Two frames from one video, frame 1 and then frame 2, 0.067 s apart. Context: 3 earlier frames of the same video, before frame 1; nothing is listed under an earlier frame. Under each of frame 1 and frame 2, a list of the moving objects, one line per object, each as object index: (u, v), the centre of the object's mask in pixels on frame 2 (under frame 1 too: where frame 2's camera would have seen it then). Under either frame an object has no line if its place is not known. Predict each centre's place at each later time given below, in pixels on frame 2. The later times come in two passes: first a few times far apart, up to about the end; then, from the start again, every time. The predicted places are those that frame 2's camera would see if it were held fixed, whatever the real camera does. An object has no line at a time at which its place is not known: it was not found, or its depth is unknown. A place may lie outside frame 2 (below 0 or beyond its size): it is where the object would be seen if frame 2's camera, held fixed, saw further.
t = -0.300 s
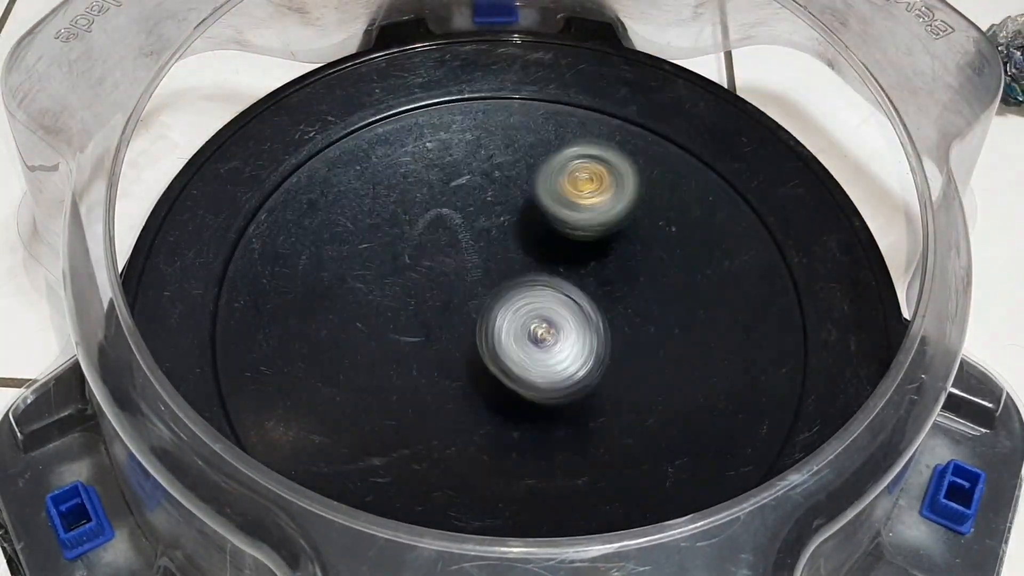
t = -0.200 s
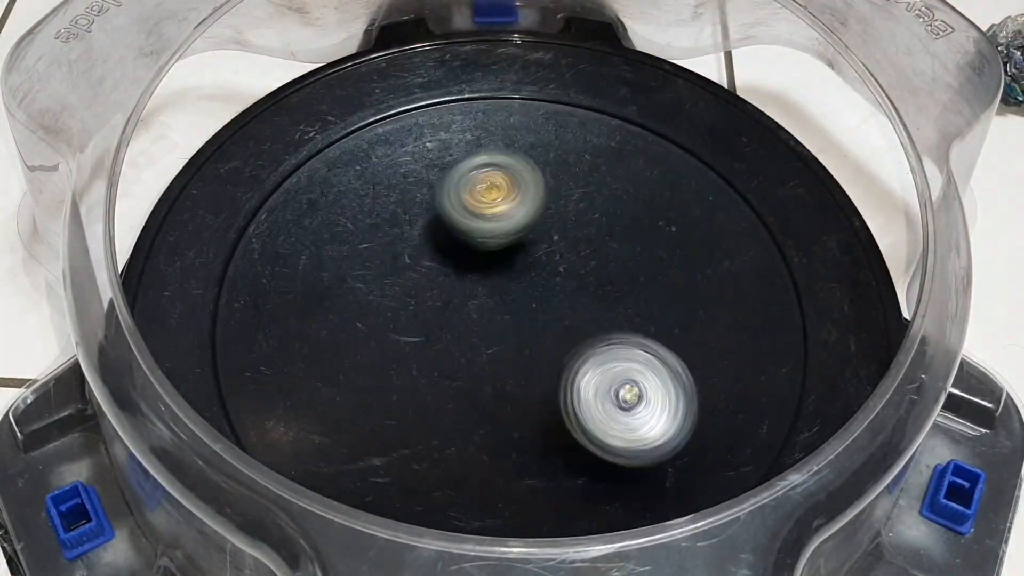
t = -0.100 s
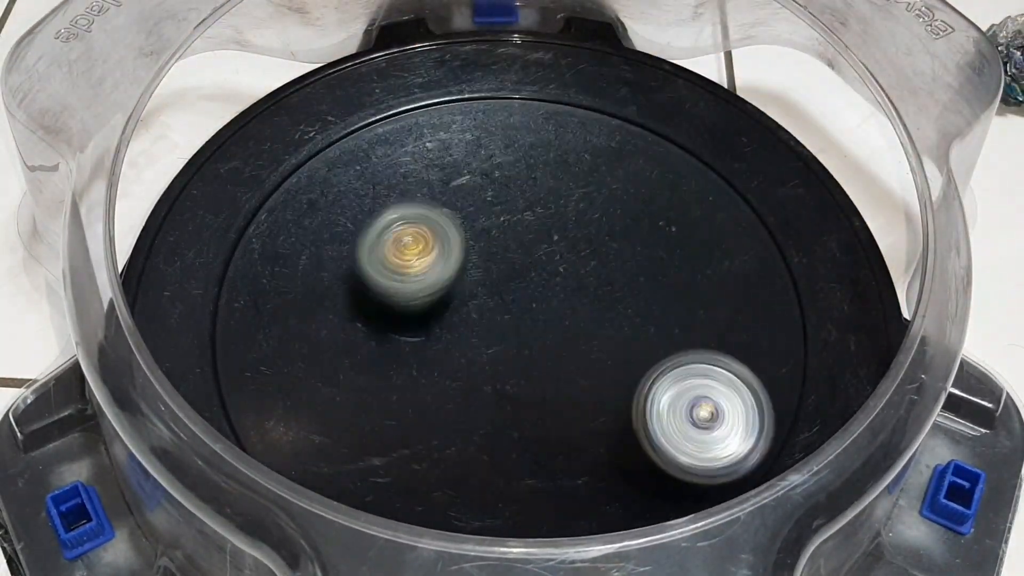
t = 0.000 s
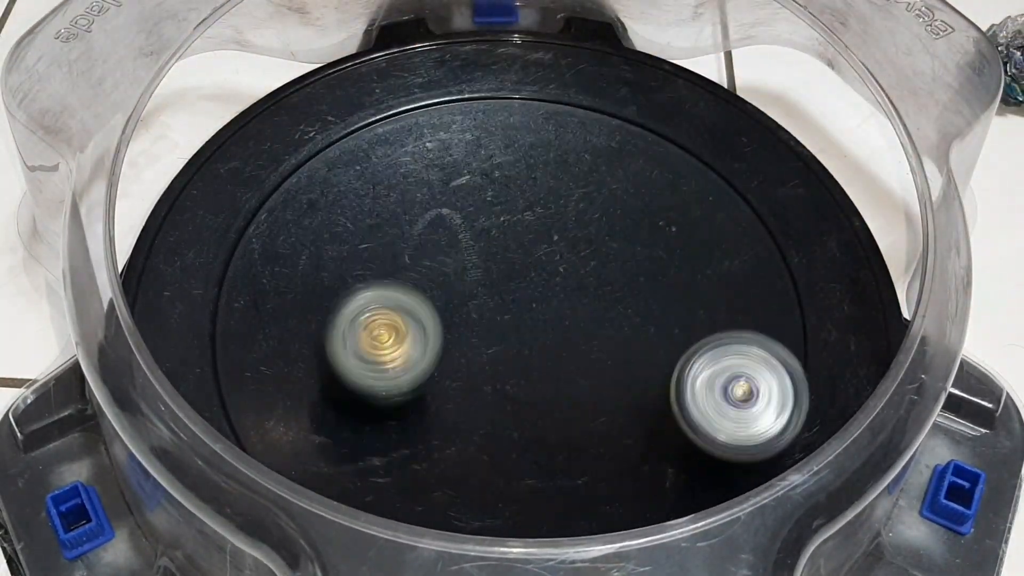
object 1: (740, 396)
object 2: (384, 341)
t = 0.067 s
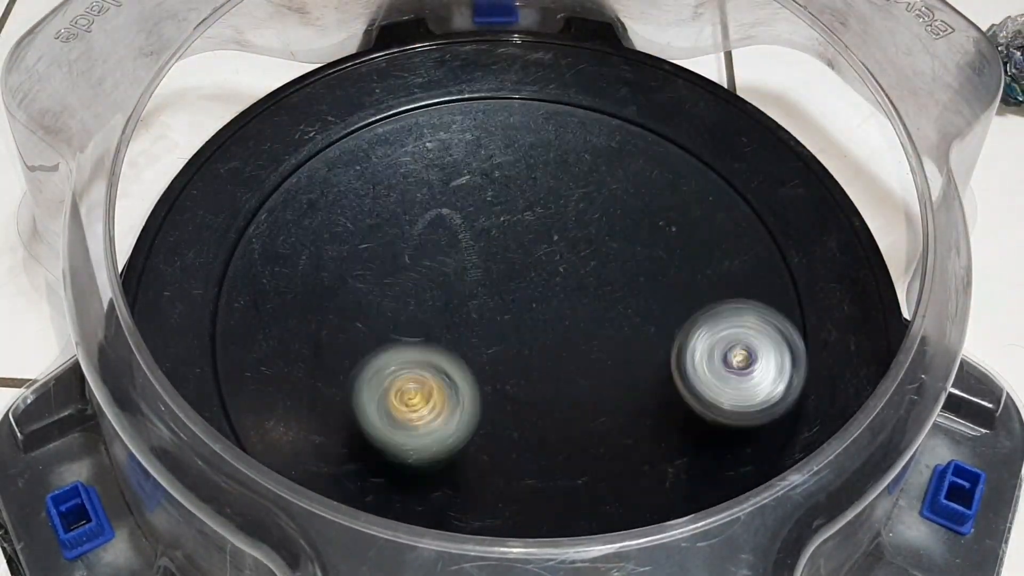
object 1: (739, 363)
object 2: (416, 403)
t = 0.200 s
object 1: (696, 281)
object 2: (574, 462)
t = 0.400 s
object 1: (624, 187)
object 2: (732, 342)
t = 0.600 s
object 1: (482, 245)
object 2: (656, 250)
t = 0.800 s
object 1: (378, 403)
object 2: (518, 272)
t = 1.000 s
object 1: (544, 501)
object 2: (442, 347)
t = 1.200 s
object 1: (778, 394)
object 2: (526, 395)
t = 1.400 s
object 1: (665, 133)
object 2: (594, 358)
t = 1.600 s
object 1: (324, 116)
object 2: (494, 302)
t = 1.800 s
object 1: (300, 451)
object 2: (409, 352)
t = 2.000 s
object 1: (768, 415)
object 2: (519, 399)
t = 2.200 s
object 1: (687, 121)
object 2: (573, 277)
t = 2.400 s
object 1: (327, 117)
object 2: (468, 183)
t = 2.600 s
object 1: (335, 487)
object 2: (415, 249)
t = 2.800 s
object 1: (767, 418)
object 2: (459, 357)
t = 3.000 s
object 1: (708, 132)
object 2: (586, 322)
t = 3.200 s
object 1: (338, 114)
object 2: (594, 222)
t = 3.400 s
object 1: (303, 449)
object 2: (476, 206)
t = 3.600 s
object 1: (713, 466)
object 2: (460, 331)
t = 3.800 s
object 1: (761, 183)
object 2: (595, 361)
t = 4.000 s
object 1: (440, 79)
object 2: (608, 268)
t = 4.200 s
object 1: (216, 329)
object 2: (507, 267)
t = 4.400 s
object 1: (555, 512)
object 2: (483, 328)
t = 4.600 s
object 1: (811, 315)
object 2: (553, 335)
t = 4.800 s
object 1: (613, 91)
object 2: (541, 313)
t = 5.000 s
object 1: (287, 155)
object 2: (508, 280)
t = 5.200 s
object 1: (305, 476)
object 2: (460, 311)
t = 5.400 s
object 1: (687, 481)
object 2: (472, 294)
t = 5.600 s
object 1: (780, 217)
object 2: (512, 330)
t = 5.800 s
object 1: (514, 78)
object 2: (504, 312)
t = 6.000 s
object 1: (242, 230)
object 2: (532, 264)
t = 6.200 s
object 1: (380, 520)
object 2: (511, 300)
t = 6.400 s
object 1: (755, 435)
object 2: (481, 298)
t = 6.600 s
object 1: (731, 172)
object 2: (533, 303)
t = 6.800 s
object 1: (439, 98)
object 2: (524, 338)
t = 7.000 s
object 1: (220, 257)
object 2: (509, 284)
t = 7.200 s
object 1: (379, 517)
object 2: (522, 301)
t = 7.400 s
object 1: (728, 448)
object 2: (494, 331)
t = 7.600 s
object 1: (718, 187)
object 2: (477, 302)
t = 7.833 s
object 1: (420, 83)
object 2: (533, 305)
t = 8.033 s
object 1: (222, 263)
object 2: (487, 330)
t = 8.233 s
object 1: (404, 491)
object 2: (506, 280)
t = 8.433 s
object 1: (729, 430)
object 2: (548, 311)
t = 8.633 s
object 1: (746, 180)
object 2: (486, 307)
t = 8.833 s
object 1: (504, 75)
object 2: (508, 286)
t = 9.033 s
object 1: (262, 207)
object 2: (552, 319)
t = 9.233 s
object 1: (350, 463)
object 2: (490, 318)
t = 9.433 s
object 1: (671, 482)
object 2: (514, 278)
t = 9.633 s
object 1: (801, 281)
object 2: (537, 322)
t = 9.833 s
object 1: (616, 117)
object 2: (493, 304)
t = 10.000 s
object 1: (383, 145)
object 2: (514, 269)
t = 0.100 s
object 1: (733, 345)
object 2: (445, 428)
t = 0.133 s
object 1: (722, 323)
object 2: (483, 448)
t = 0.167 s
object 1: (711, 303)
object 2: (528, 459)
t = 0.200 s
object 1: (696, 281)
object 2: (574, 462)
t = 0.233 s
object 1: (681, 262)
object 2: (618, 457)
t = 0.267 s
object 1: (667, 242)
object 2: (657, 442)
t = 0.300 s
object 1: (653, 225)
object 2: (691, 421)
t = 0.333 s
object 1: (642, 210)
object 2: (715, 396)
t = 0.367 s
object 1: (633, 197)
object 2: (729, 369)
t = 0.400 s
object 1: (624, 187)
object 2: (732, 342)
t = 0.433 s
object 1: (612, 185)
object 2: (726, 316)
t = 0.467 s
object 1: (596, 190)
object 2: (712, 291)
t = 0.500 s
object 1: (578, 202)
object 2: (690, 269)
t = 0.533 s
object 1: (554, 221)
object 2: (671, 255)
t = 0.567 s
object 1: (518, 230)
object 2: (667, 253)
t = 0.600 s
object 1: (482, 245)
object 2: (656, 250)
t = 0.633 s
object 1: (451, 264)
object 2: (639, 248)
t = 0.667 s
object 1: (425, 287)
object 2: (617, 246)
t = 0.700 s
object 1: (402, 315)
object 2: (592, 248)
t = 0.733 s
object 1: (387, 342)
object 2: (567, 253)
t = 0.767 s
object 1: (379, 373)
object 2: (543, 261)
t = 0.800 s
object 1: (378, 403)
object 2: (518, 272)
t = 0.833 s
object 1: (388, 433)
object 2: (496, 281)
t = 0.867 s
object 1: (403, 457)
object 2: (479, 291)
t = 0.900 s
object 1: (429, 474)
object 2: (464, 305)
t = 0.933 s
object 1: (462, 488)
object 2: (453, 320)
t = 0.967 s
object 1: (500, 497)
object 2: (445, 334)
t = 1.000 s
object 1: (544, 501)
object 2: (442, 347)
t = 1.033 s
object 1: (588, 499)
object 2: (446, 359)
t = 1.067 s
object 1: (637, 492)
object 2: (455, 370)
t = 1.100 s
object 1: (680, 479)
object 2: (469, 379)
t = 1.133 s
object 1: (724, 460)
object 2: (487, 387)
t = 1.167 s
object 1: (752, 430)
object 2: (506, 391)
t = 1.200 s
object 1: (778, 394)
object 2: (526, 395)
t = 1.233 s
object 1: (794, 346)
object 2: (546, 396)
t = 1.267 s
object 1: (801, 294)
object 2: (568, 395)
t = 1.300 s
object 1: (783, 246)
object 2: (584, 390)
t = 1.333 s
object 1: (754, 201)
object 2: (594, 382)
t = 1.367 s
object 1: (713, 163)
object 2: (596, 372)
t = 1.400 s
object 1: (665, 133)
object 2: (594, 358)
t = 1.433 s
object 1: (612, 109)
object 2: (586, 343)
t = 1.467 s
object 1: (556, 94)
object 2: (574, 330)
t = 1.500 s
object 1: (497, 87)
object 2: (557, 319)
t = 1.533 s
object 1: (438, 88)
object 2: (537, 310)
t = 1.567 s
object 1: (379, 96)
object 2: (515, 305)
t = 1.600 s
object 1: (324, 116)
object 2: (494, 302)
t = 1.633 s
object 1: (277, 155)
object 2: (473, 303)
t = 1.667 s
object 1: (236, 201)
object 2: (454, 308)
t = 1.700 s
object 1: (212, 264)
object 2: (436, 314)
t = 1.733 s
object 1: (208, 334)
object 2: (422, 325)
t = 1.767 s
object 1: (239, 394)
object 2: (412, 338)
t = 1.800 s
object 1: (300, 451)
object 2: (409, 352)
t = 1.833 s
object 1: (376, 518)
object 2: (412, 366)
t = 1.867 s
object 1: (477, 514)
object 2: (422, 381)
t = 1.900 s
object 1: (570, 513)
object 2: (439, 394)
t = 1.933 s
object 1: (656, 493)
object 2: (463, 402)
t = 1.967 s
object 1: (723, 459)
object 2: (491, 404)
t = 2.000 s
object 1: (768, 415)
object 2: (519, 399)
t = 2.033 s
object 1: (797, 361)
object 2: (543, 386)
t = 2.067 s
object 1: (801, 299)
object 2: (560, 370)
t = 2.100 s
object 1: (788, 244)
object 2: (572, 349)
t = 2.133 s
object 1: (762, 196)
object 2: (578, 326)
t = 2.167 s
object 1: (729, 154)
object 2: (579, 302)
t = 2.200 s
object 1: (687, 121)
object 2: (573, 277)
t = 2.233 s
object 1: (634, 96)
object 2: (562, 255)
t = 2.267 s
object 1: (577, 78)
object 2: (546, 234)
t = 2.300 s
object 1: (517, 70)
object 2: (526, 217)
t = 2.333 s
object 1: (455, 74)
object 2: (506, 202)
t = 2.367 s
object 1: (391, 91)
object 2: (485, 191)
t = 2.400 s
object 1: (327, 117)
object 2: (468, 183)
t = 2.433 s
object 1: (272, 163)
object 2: (451, 180)
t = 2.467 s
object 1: (234, 220)
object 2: (438, 183)
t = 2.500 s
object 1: (212, 288)
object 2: (429, 193)
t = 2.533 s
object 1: (222, 361)
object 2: (420, 208)
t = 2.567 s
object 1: (266, 419)
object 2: (415, 227)
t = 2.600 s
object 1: (335, 487)
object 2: (415, 249)
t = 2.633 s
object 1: (415, 523)
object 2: (414, 272)
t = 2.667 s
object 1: (509, 515)
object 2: (417, 294)
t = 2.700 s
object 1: (589, 508)
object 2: (422, 315)
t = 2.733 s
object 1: (664, 489)
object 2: (427, 333)
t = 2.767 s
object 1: (722, 461)
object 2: (442, 347)
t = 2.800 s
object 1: (767, 418)
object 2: (459, 357)
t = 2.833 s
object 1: (797, 371)
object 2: (480, 361)
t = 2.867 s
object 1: (804, 316)
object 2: (505, 361)
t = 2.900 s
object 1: (801, 263)
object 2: (527, 358)
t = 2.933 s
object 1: (783, 214)
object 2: (549, 350)
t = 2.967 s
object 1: (752, 171)
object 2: (570, 338)
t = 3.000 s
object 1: (708, 132)
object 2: (586, 322)
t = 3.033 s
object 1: (658, 103)
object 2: (599, 306)
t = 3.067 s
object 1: (598, 82)
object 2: (608, 289)
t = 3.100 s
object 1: (531, 71)
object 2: (612, 270)
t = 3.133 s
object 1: (466, 75)
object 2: (610, 252)
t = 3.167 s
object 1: (398, 90)
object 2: (604, 235)
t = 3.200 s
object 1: (338, 114)
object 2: (594, 222)
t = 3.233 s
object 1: (284, 155)
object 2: (581, 210)
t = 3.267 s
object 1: (242, 208)
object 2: (563, 201)
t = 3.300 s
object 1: (219, 272)
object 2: (542, 194)
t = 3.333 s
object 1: (218, 341)
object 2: (518, 192)
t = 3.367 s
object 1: (253, 398)
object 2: (495, 195)
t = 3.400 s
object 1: (303, 449)
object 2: (476, 206)
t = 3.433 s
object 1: (364, 511)
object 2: (457, 222)
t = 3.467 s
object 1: (438, 527)
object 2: (446, 242)
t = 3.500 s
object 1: (522, 515)
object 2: (438, 265)
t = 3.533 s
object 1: (591, 507)
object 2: (440, 289)
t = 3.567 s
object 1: (658, 492)
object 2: (446, 311)
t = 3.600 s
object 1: (713, 466)
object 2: (460, 331)
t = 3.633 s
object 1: (761, 430)
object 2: (478, 348)
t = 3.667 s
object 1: (794, 385)
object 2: (500, 359)
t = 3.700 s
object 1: (807, 332)
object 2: (525, 367)
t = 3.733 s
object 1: (809, 277)
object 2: (550, 370)
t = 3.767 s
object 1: (791, 228)
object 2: (574, 368)
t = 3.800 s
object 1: (761, 183)
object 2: (595, 361)
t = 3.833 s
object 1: (725, 145)
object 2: (614, 349)
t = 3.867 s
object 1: (676, 113)
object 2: (626, 334)
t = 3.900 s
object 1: (622, 90)
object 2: (631, 315)
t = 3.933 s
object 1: (563, 75)
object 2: (630, 296)
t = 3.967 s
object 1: (499, 74)
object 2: (621, 280)
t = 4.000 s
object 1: (440, 79)
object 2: (608, 268)
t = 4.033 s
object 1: (379, 98)
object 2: (588, 261)
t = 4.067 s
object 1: (324, 126)
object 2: (568, 258)
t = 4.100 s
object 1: (275, 164)
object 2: (549, 258)
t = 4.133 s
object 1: (243, 213)
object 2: (532, 260)
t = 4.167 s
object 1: (220, 269)
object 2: (518, 262)
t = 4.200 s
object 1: (216, 329)
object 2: (507, 267)
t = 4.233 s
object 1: (239, 382)
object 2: (497, 277)
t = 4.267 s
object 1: (287, 429)
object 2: (488, 291)
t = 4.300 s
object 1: (342, 471)
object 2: (483, 304)
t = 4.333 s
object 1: (402, 517)
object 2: (480, 315)
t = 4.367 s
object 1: (474, 526)
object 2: (480, 323)
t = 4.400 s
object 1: (555, 512)
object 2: (483, 328)
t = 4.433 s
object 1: (621, 501)
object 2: (490, 329)
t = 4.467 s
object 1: (682, 481)
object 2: (499, 333)
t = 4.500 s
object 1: (734, 453)
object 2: (512, 335)
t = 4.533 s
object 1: (777, 415)
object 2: (527, 335)
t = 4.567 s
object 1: (807, 368)
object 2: (541, 335)
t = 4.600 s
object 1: (811, 315)
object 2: (553, 335)
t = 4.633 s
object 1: (803, 263)
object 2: (561, 337)
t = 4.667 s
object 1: (784, 217)
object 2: (564, 339)
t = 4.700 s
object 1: (752, 174)
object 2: (563, 338)
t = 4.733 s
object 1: (713, 138)
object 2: (560, 332)
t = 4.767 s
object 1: (666, 112)
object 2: (552, 323)
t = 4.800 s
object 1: (613, 91)
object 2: (541, 313)
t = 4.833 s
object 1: (556, 79)
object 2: (528, 304)
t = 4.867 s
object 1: (497, 75)
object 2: (519, 295)
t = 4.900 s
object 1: (440, 82)
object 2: (511, 288)
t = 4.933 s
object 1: (384, 98)
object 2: (507, 282)
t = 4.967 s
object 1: (332, 121)
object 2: (506, 279)
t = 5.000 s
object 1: (287, 155)
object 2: (508, 280)
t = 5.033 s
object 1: (252, 199)
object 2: (507, 283)
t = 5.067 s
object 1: (230, 253)
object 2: (502, 288)
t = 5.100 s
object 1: (221, 308)
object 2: (492, 294)
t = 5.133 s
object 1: (232, 366)
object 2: (480, 301)
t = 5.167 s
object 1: (266, 413)
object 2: (469, 307)
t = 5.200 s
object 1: (305, 476)
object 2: (460, 311)
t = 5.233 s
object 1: (357, 509)
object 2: (453, 313)
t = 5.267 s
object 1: (424, 525)
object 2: (448, 313)
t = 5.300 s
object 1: (493, 531)
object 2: (447, 309)
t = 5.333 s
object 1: (568, 531)
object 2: (451, 303)
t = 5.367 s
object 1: (630, 503)
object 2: (460, 297)
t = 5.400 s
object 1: (687, 481)
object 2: (472, 294)
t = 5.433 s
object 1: (737, 451)
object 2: (483, 294)
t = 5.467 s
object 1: (776, 414)
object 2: (492, 299)
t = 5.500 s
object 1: (802, 367)
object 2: (500, 306)
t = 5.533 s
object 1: (806, 317)
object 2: (506, 314)
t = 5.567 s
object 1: (799, 265)
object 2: (511, 322)
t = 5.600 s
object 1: (780, 217)
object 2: (512, 330)
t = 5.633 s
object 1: (753, 177)
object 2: (510, 335)
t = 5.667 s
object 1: (716, 143)
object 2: (504, 338)
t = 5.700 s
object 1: (670, 115)
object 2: (499, 335)
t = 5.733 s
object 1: (621, 94)
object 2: (498, 330)
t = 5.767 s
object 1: (571, 81)
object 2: (501, 322)
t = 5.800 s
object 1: (514, 78)
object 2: (504, 312)
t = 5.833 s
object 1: (457, 84)
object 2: (507, 301)
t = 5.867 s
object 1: (401, 98)
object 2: (510, 291)
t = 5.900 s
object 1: (353, 122)
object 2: (514, 280)
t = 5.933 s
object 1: (308, 151)
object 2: (518, 272)
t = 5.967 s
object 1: (270, 186)
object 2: (526, 265)
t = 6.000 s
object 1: (242, 230)
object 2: (532, 264)
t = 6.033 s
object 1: (223, 279)
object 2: (536, 266)
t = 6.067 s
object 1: (216, 332)
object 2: (537, 271)
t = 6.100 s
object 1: (230, 380)
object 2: (533, 277)
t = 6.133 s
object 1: (271, 424)
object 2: (527, 284)
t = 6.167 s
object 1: (314, 487)
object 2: (520, 292)
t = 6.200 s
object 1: (380, 520)
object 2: (511, 300)
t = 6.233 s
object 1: (454, 530)
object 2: (504, 306)
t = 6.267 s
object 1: (534, 517)
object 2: (495, 310)
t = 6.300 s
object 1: (598, 508)
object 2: (488, 311)
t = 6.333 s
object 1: (661, 494)
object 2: (481, 309)
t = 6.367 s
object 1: (710, 467)
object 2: (478, 305)
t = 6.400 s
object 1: (755, 435)
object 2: (481, 298)
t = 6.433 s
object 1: (784, 396)
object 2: (488, 291)
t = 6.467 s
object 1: (800, 345)
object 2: (500, 286)
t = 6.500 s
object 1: (801, 296)
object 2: (509, 285)
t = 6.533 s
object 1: (787, 250)
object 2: (518, 288)
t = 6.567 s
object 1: (764, 207)
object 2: (527, 295)
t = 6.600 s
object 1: (731, 172)
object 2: (533, 303)
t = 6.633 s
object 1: (690, 141)
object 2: (540, 311)
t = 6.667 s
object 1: (642, 118)
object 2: (543, 320)
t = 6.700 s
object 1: (592, 103)
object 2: (542, 327)
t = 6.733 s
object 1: (539, 94)
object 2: (538, 333)
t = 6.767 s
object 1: (488, 92)
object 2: (533, 339)
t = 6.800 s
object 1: (439, 98)
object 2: (524, 338)
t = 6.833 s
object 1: (393, 108)
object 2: (514, 335)
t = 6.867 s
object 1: (347, 125)
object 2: (506, 327)
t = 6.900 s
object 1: (302, 152)
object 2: (502, 316)
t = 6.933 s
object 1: (267, 178)
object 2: (500, 304)
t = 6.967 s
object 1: (234, 215)
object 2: (504, 293)
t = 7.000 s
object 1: (220, 257)
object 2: (509, 284)
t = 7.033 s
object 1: (215, 306)
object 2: (518, 280)
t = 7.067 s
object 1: (217, 350)
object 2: (525, 279)
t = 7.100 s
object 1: (245, 397)
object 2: (528, 281)
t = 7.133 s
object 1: (284, 435)
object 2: (528, 285)
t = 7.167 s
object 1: (321, 492)
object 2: (526, 292)
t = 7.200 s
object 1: (379, 517)
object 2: (522, 301)
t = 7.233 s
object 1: (442, 528)
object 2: (519, 309)
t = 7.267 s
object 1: (512, 515)
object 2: (516, 316)
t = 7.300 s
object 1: (570, 511)
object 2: (512, 323)
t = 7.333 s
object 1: (631, 499)
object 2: (506, 328)
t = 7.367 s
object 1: (684, 477)
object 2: (500, 330)
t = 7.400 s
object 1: (728, 448)
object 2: (494, 331)
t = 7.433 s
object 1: (760, 410)
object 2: (486, 331)
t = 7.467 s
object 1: (776, 363)
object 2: (481, 327)
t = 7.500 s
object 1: (778, 315)
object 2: (477, 323)
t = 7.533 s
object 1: (767, 268)
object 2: (476, 317)
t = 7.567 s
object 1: (747, 225)
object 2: (474, 310)
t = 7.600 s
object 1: (718, 187)
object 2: (477, 302)
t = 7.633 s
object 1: (684, 155)
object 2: (483, 296)
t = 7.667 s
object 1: (646, 127)
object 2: (491, 289)
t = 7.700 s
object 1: (603, 104)
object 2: (502, 286)
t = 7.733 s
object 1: (559, 89)
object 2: (513, 285)
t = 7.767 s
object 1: (511, 79)
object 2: (524, 289)
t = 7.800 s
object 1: (464, 75)
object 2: (531, 296)
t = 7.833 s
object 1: (420, 83)
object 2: (533, 305)
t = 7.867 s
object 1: (380, 102)
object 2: (532, 314)
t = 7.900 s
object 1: (336, 124)
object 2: (526, 323)
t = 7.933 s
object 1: (298, 150)
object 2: (519, 331)
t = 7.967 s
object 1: (263, 180)
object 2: (508, 336)
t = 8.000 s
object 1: (237, 217)
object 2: (496, 334)
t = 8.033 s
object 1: (222, 263)
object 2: (487, 330)
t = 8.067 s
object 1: (213, 311)
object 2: (479, 323)
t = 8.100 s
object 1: (224, 357)
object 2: (477, 313)
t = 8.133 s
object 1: (251, 397)
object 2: (478, 304)
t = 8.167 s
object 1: (293, 438)
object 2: (484, 294)
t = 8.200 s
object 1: (345, 469)
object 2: (492, 287)
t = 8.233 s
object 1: (404, 491)
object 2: (506, 280)
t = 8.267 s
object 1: (460, 516)
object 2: (518, 278)
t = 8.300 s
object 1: (527, 506)
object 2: (530, 280)
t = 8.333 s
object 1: (586, 498)
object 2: (539, 285)
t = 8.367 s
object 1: (640, 483)
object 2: (546, 292)
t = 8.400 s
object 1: (688, 460)
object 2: (549, 301)
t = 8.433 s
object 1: (729, 430)
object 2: (548, 311)
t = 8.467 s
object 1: (758, 391)
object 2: (542, 319)
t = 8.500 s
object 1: (775, 347)
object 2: (530, 324)
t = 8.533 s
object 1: (781, 300)
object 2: (518, 324)
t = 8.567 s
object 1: (777, 258)
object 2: (505, 321)
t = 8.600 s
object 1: (766, 217)
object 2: (494, 315)
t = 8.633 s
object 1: (746, 180)
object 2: (486, 307)
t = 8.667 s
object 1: (716, 148)
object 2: (480, 299)
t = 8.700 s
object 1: (684, 120)
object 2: (477, 292)
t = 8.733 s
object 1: (645, 103)
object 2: (479, 287)
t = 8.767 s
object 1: (600, 87)
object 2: (485, 283)
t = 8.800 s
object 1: (552, 75)
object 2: (495, 284)
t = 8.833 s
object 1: (504, 75)
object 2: (508, 286)
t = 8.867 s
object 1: (453, 80)
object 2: (518, 289)
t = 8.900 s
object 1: (405, 91)
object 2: (529, 294)
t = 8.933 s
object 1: (360, 108)
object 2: (539, 300)
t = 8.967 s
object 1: (321, 135)
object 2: (546, 307)
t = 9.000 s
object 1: (287, 168)
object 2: (551, 313)
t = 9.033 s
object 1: (262, 207)
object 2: (552, 319)
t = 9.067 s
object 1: (245, 250)
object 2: (547, 325)
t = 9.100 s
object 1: (239, 297)
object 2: (538, 327)
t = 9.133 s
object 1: (243, 347)
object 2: (528, 328)
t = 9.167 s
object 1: (265, 394)
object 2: (516, 327)
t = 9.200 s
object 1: (303, 431)
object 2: (502, 325)
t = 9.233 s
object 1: (350, 463)
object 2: (490, 318)
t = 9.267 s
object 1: (400, 486)
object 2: (484, 310)
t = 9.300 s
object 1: (452, 517)
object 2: (482, 300)
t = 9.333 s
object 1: (510, 520)
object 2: (485, 291)
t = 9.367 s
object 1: (569, 506)
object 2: (491, 285)
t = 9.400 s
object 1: (625, 496)
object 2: (501, 279)
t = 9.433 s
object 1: (671, 482)
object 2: (514, 278)
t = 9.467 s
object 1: (716, 460)
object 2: (525, 280)
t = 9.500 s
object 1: (754, 432)
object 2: (533, 285)
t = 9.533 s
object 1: (782, 400)
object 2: (537, 294)
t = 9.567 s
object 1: (805, 364)
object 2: (541, 304)
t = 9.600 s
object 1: (807, 319)
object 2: (541, 314)
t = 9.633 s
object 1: (801, 281)
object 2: (537, 322)
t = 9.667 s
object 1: (788, 240)
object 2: (530, 327)
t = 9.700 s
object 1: (762, 207)
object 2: (521, 329)
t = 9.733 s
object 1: (734, 176)
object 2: (512, 327)
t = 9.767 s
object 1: (698, 152)
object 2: (503, 322)
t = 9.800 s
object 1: (659, 132)
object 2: (496, 314)
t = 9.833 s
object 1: (616, 117)
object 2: (493, 304)
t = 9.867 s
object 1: (569, 110)
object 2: (493, 294)
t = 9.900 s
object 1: (522, 108)
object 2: (497, 285)
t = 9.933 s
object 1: (475, 114)
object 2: (501, 278)
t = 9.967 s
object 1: (430, 127)
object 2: (506, 272)
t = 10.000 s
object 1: (383, 145)
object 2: (514, 269)
